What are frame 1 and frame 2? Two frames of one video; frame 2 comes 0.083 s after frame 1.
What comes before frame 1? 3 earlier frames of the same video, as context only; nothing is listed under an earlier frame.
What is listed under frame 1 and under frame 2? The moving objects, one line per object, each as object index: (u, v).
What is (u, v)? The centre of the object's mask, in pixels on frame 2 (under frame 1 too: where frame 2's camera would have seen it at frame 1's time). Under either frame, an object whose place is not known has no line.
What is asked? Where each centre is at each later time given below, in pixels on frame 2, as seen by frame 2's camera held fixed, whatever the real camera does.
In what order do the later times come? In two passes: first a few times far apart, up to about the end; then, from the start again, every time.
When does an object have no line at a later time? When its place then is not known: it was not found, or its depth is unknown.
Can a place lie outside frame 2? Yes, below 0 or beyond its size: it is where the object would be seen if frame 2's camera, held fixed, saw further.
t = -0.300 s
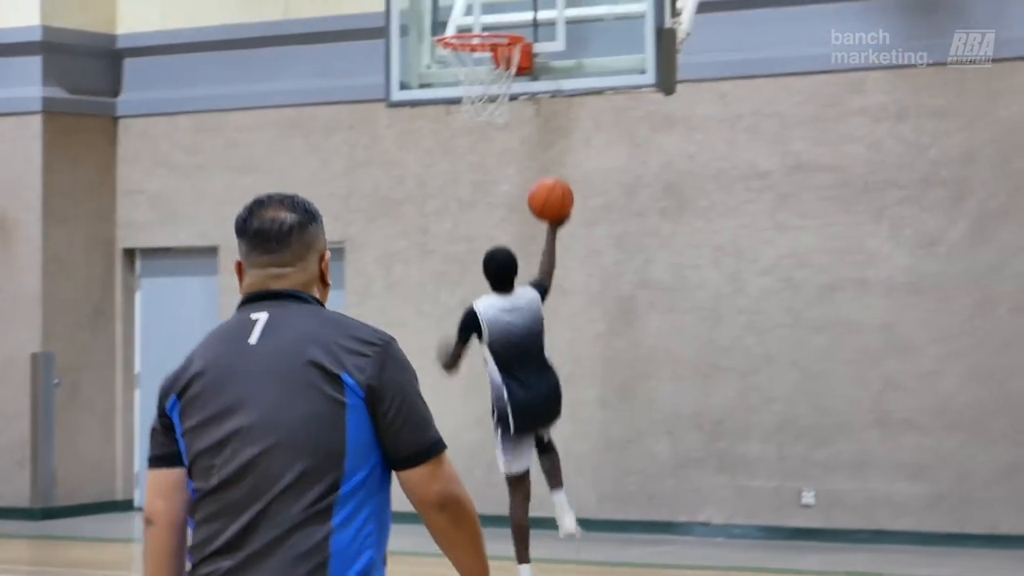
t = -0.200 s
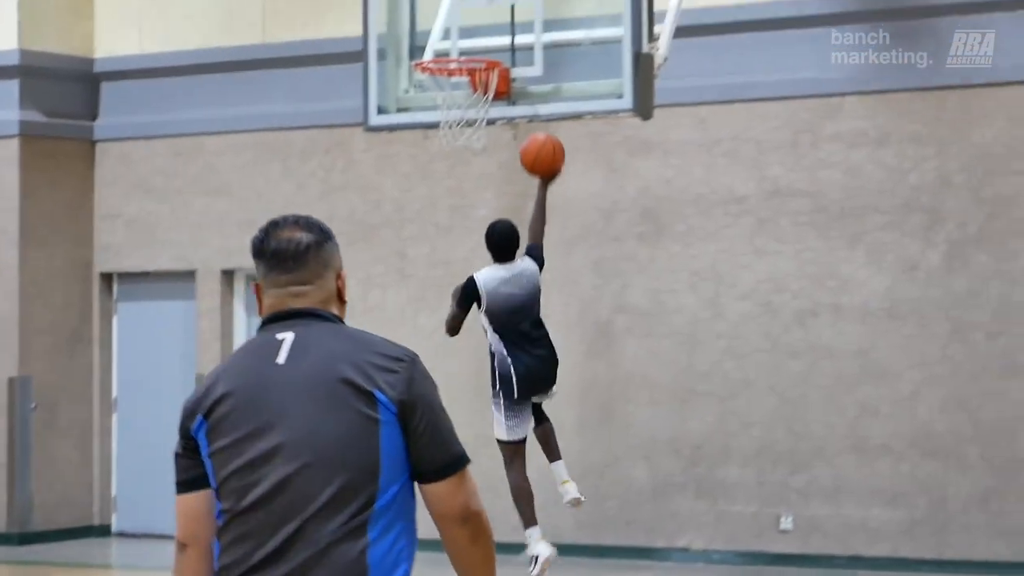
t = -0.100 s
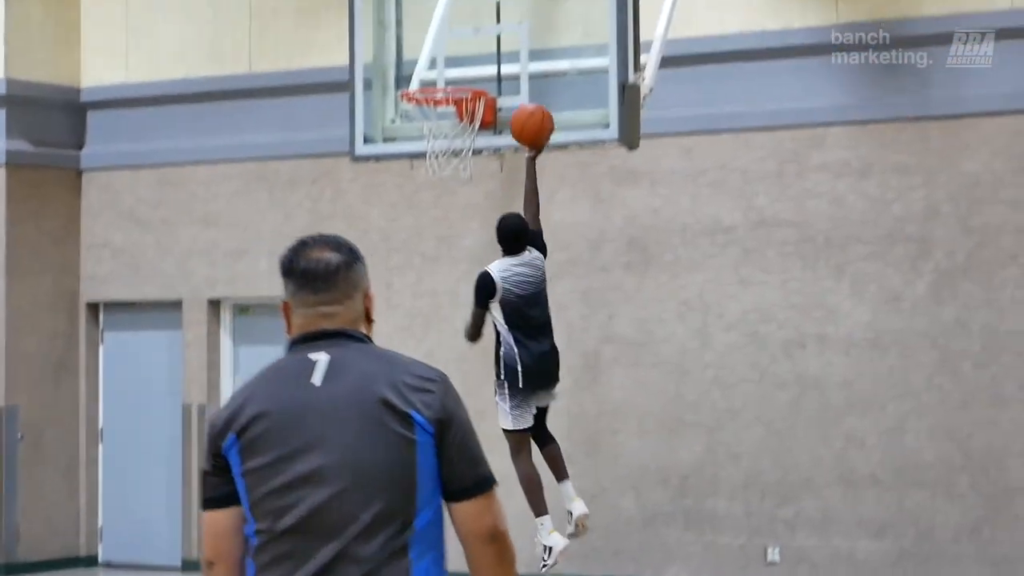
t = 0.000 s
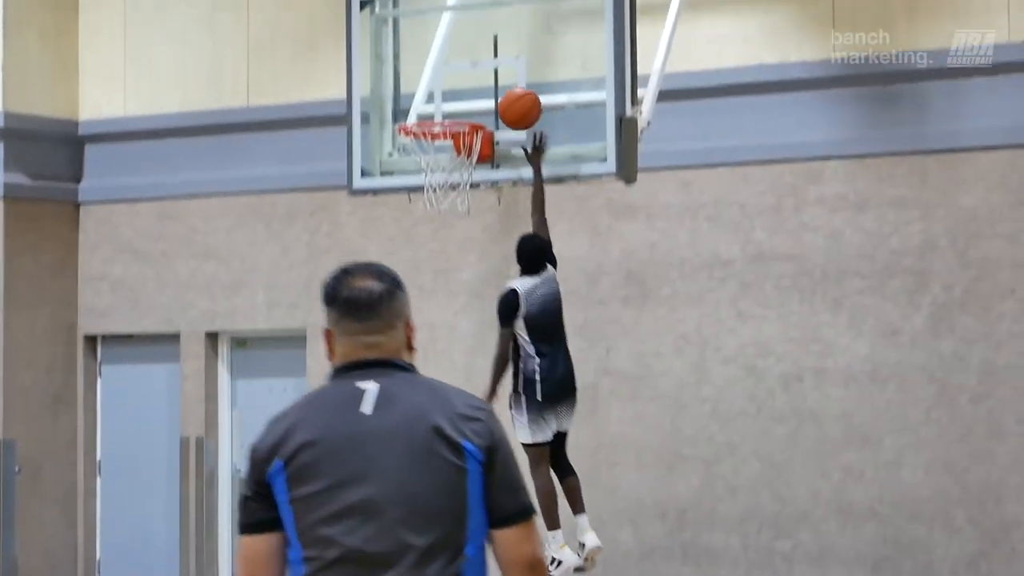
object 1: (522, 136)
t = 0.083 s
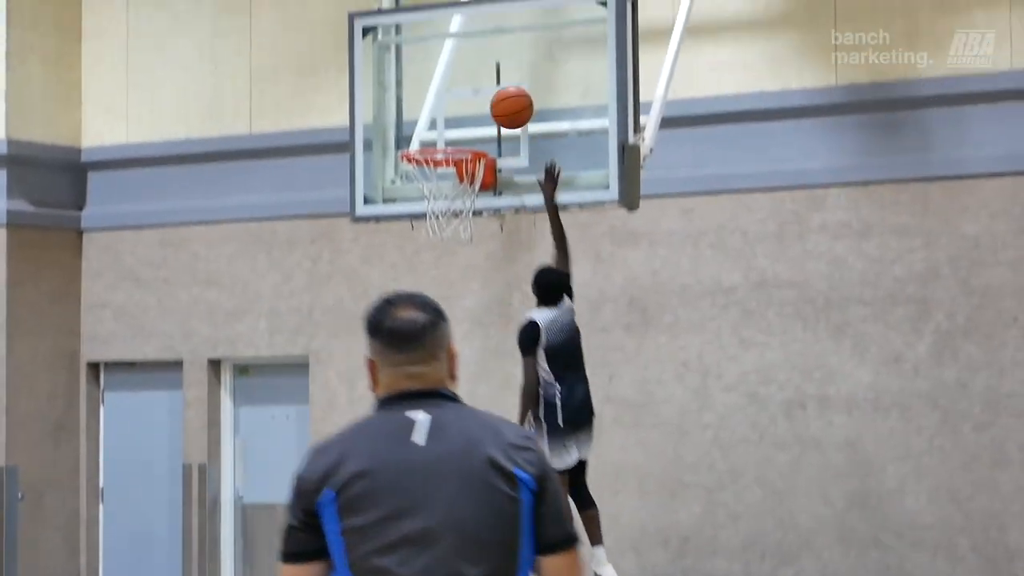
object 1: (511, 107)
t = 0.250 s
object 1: (485, 87)
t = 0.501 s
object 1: (428, 136)
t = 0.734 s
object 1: (459, 250)
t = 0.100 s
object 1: (509, 104)
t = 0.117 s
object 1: (507, 100)
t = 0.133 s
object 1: (505, 97)
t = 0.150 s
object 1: (503, 94)
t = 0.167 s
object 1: (501, 92)
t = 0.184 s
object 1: (499, 91)
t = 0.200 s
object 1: (496, 89)
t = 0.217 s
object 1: (492, 88)
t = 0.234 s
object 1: (489, 87)
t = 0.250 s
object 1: (485, 87)
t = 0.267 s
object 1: (481, 86)
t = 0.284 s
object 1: (477, 87)
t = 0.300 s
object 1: (473, 88)
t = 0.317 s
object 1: (469, 90)
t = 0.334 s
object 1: (466, 92)
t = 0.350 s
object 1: (462, 94)
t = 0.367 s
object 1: (458, 98)
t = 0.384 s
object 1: (454, 102)
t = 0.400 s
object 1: (451, 106)
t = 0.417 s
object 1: (447, 110)
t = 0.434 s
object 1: (443, 115)
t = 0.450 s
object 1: (440, 121)
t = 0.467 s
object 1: (436, 127)
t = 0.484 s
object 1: (432, 132)
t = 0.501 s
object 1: (428, 136)
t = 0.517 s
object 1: (424, 141)
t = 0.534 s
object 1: (421, 144)
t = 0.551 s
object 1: (424, 167)
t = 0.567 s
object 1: (426, 170)
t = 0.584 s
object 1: (429, 173)
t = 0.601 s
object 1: (433, 179)
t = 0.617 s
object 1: (436, 189)
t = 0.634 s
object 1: (441, 196)
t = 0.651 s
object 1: (444, 204)
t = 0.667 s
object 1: (447, 213)
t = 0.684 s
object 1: (450, 224)
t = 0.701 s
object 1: (454, 232)
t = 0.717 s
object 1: (456, 243)
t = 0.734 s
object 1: (459, 250)
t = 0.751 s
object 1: (462, 261)
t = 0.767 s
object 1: (466, 273)
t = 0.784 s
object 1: (469, 284)
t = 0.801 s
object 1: (471, 295)
